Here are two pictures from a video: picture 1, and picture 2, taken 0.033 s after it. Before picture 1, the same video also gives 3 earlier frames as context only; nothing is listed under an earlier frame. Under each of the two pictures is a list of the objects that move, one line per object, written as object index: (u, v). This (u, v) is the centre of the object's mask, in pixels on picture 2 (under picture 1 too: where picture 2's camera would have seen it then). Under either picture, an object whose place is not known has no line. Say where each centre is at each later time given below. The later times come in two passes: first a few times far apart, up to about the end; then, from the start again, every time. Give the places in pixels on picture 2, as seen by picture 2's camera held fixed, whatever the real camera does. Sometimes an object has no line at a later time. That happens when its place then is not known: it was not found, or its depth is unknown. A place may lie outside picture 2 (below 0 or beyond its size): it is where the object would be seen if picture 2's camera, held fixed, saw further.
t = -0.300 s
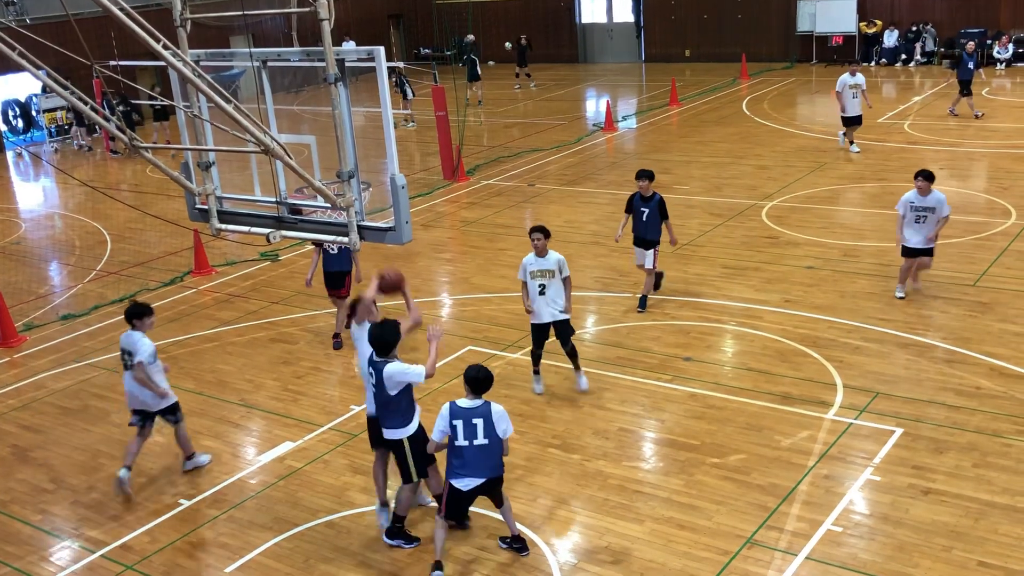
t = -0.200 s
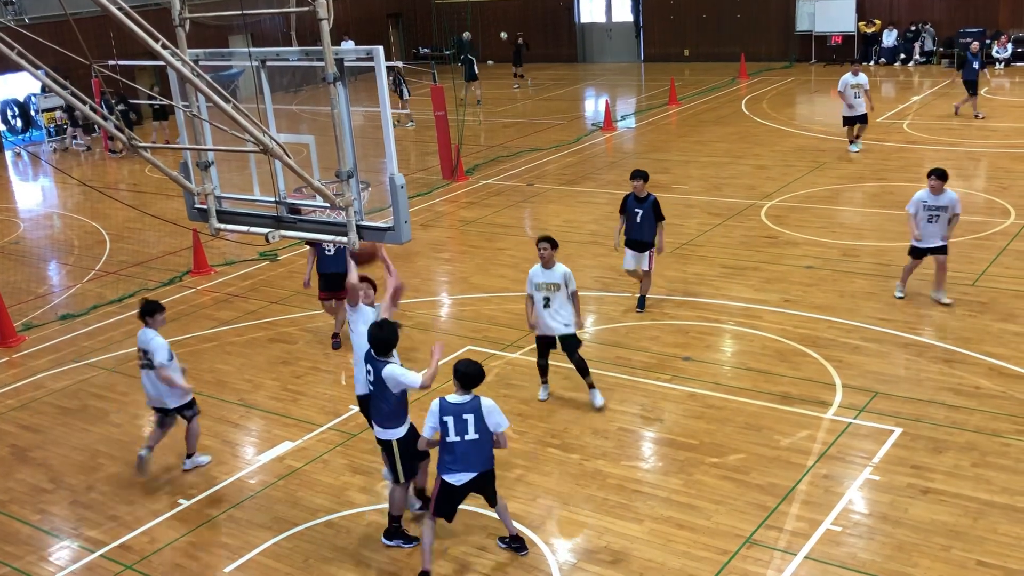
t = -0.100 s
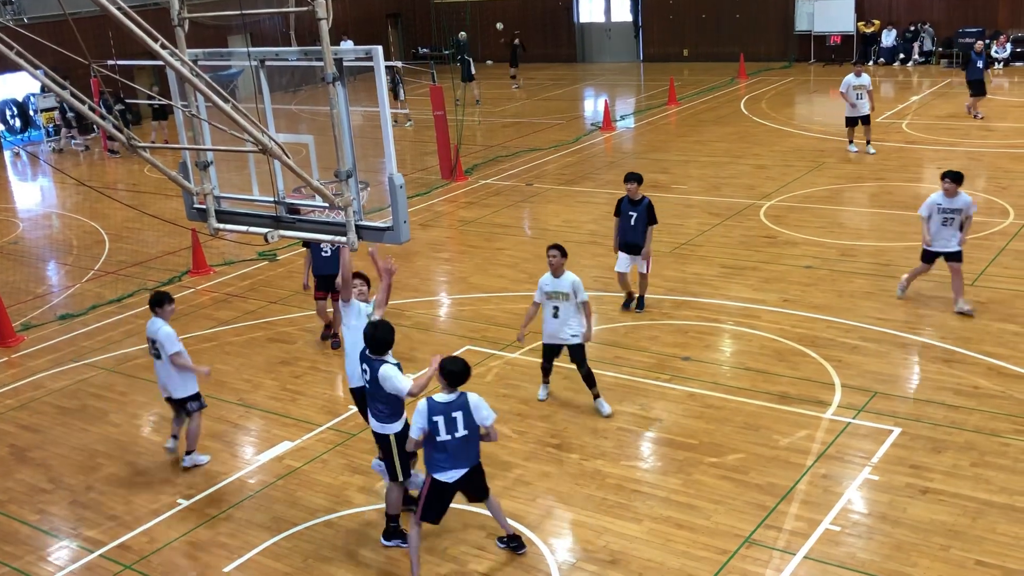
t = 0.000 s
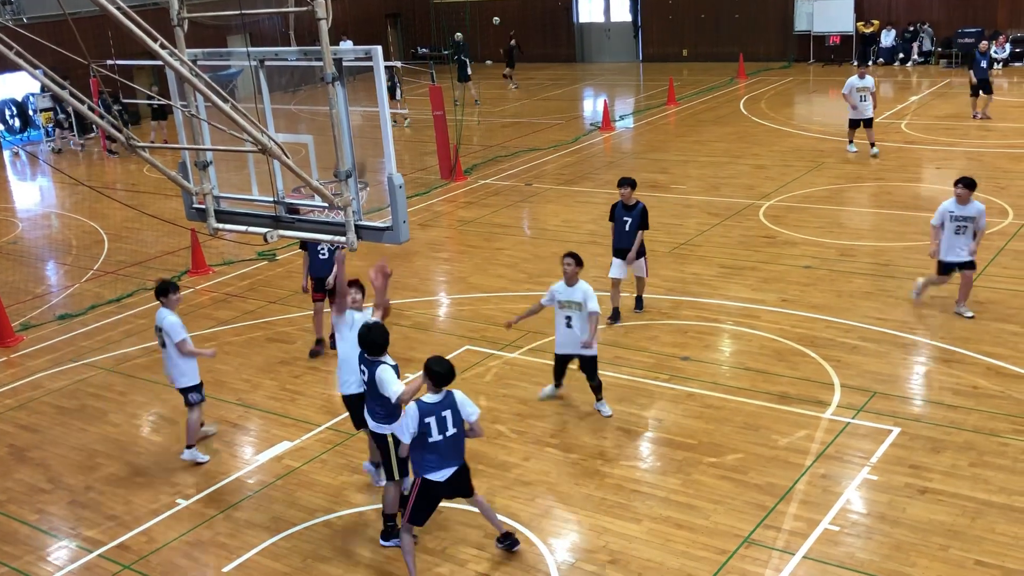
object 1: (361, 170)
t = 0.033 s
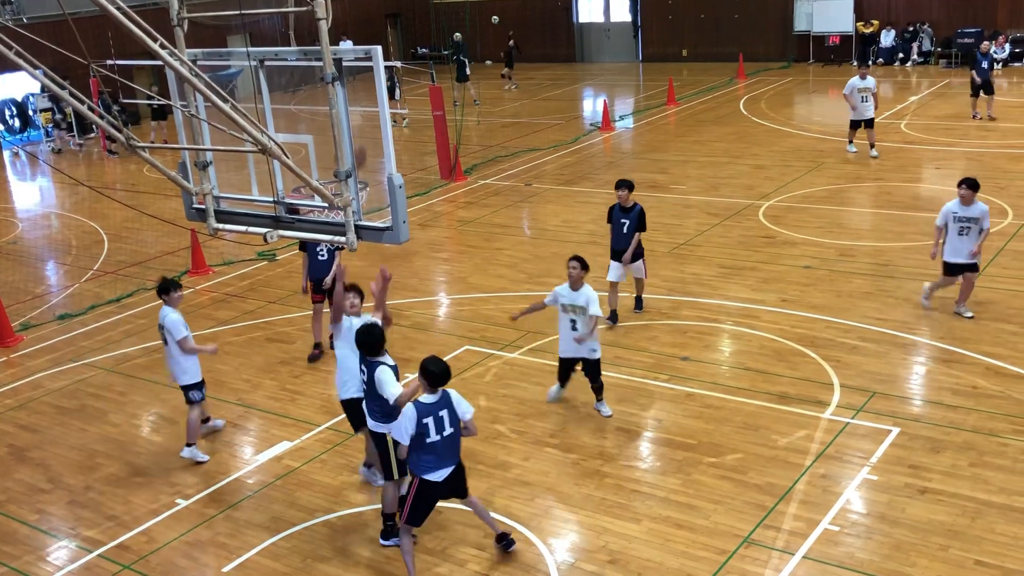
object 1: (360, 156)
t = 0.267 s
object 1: (361, 102)
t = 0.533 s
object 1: (381, 132)
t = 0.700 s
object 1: (415, 205)
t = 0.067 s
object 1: (359, 141)
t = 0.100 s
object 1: (359, 134)
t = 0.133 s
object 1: (359, 125)
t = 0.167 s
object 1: (360, 118)
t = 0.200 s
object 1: (360, 111)
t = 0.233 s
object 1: (360, 105)
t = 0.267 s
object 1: (361, 102)
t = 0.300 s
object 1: (362, 100)
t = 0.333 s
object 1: (363, 100)
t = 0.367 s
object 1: (364, 101)
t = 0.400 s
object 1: (366, 103)
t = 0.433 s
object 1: (368, 108)
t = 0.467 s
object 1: (370, 115)
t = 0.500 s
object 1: (377, 123)
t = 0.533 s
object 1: (381, 132)
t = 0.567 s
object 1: (377, 145)
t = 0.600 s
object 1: (395, 156)
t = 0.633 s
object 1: (406, 170)
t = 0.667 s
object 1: (410, 184)
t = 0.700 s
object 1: (415, 205)
